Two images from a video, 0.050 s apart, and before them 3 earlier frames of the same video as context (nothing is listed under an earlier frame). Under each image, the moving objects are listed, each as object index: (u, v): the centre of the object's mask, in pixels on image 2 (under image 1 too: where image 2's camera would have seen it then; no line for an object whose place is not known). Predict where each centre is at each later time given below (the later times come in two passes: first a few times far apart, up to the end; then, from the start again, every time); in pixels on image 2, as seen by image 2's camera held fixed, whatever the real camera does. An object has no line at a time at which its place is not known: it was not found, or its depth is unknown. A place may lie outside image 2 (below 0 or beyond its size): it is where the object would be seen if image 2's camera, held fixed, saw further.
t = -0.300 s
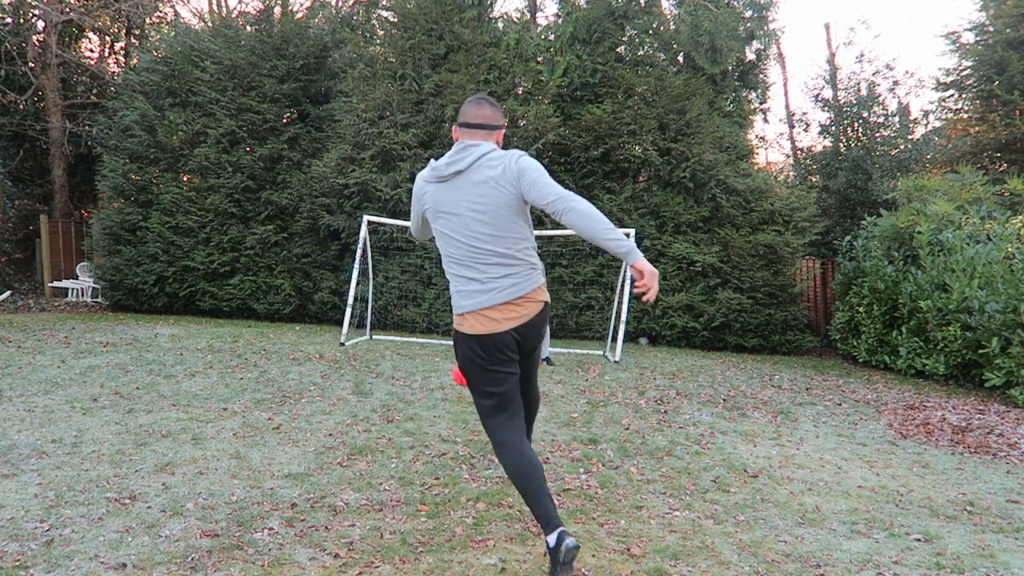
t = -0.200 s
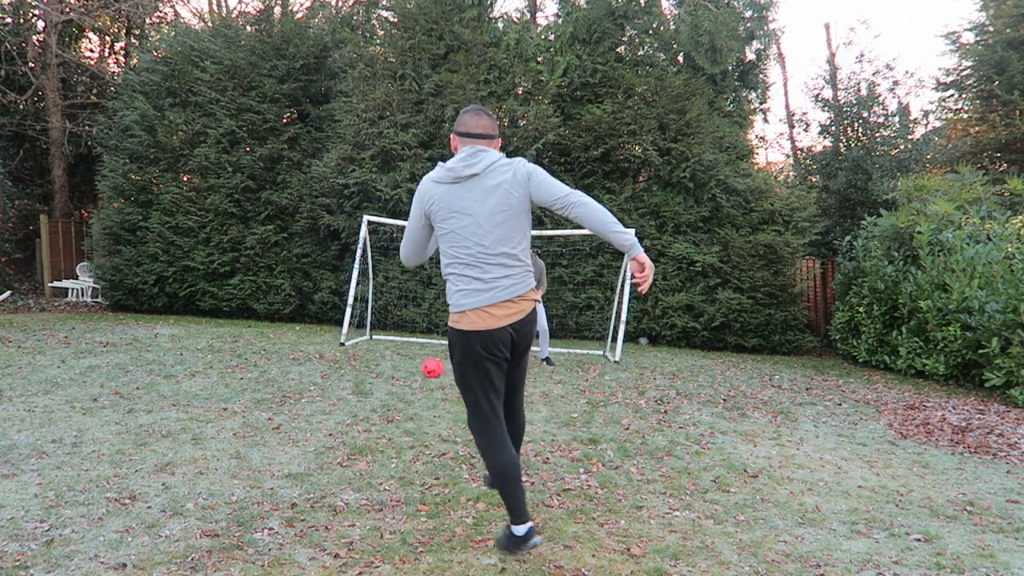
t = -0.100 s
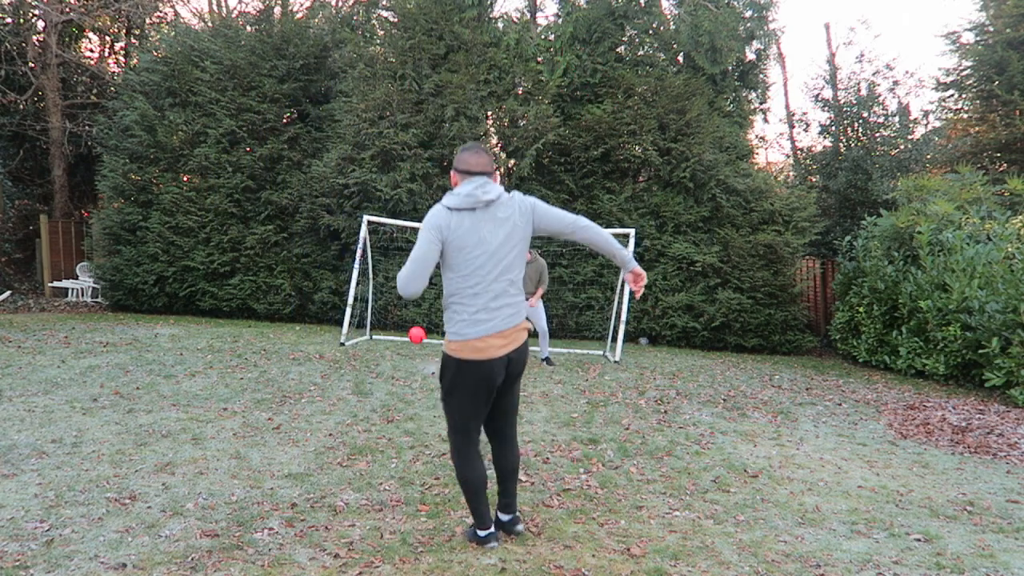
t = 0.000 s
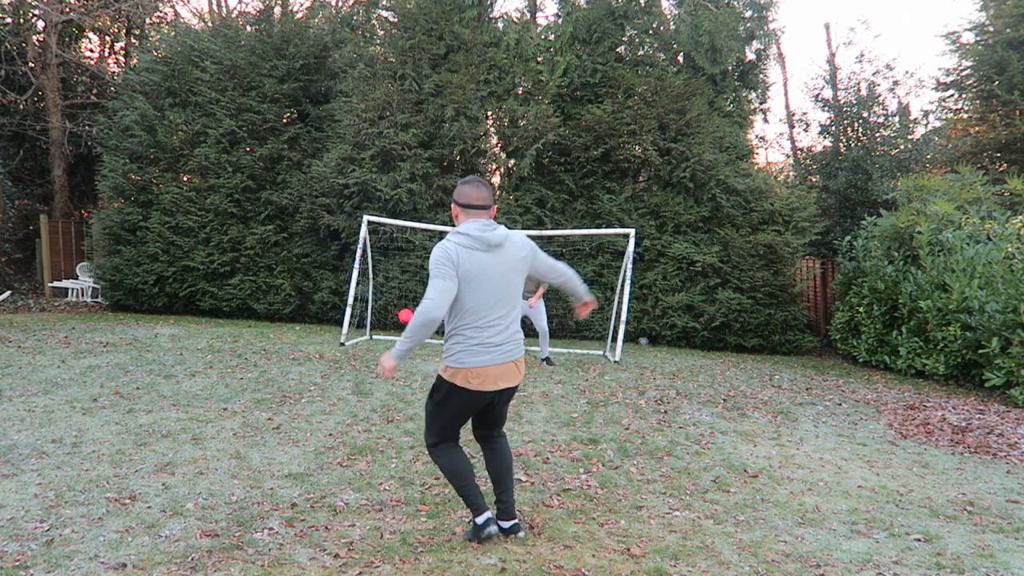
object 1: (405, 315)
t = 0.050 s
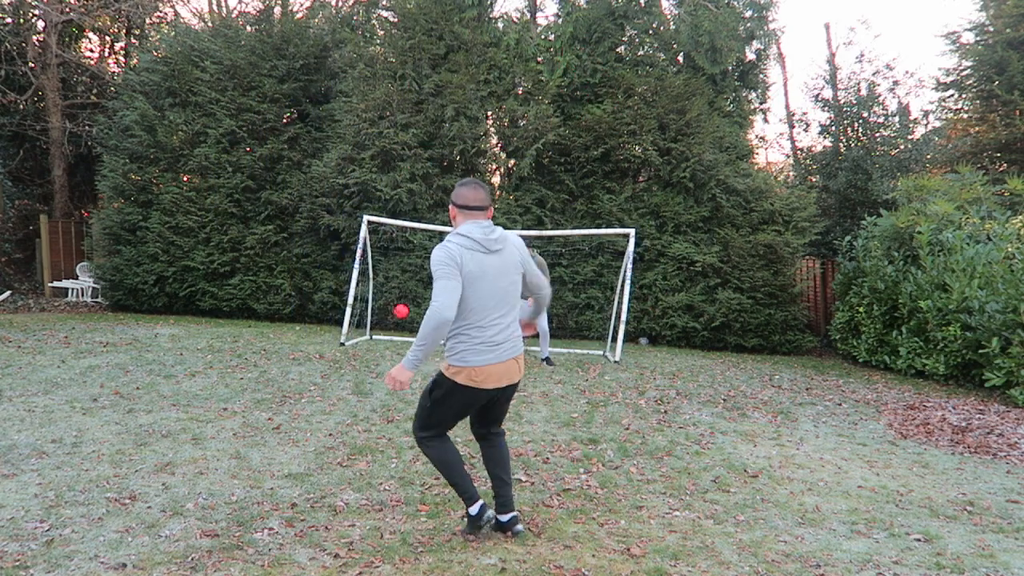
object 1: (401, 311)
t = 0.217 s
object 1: (364, 269)
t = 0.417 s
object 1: (311, 234)
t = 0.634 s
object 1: (258, 226)
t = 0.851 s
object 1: (206, 246)
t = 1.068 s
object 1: (156, 296)
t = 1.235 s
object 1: (129, 319)
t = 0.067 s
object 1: (398, 308)
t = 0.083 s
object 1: (395, 303)
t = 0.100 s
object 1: (391, 298)
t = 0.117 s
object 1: (387, 293)
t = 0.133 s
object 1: (382, 289)
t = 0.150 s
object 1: (379, 284)
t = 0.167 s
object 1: (375, 280)
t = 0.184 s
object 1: (369, 276)
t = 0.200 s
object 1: (365, 272)
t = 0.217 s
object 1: (364, 269)
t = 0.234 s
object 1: (357, 264)
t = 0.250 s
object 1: (351, 260)
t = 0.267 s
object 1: (348, 257)
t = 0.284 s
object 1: (344, 254)
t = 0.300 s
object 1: (340, 251)
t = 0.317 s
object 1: (336, 248)
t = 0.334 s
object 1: (332, 245)
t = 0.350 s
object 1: (328, 243)
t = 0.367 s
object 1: (324, 241)
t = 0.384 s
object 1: (319, 238)
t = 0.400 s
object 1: (315, 236)
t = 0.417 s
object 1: (311, 234)
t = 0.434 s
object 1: (307, 233)
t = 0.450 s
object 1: (303, 231)
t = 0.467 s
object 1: (299, 229)
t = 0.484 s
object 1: (295, 228)
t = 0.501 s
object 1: (291, 227)
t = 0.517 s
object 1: (286, 226)
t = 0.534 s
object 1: (283, 226)
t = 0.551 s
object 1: (278, 225)
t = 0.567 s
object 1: (274, 225)
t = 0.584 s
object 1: (270, 225)
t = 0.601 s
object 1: (266, 225)
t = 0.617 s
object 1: (262, 225)
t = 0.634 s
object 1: (258, 226)
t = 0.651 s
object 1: (254, 226)
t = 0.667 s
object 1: (250, 227)
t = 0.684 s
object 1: (246, 228)
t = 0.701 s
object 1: (242, 229)
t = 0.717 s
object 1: (238, 230)
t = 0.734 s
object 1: (234, 231)
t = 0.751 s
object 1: (230, 233)
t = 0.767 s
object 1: (226, 235)
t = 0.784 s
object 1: (222, 237)
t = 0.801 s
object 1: (218, 239)
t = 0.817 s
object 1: (214, 241)
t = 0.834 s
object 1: (210, 244)
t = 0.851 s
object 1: (206, 246)
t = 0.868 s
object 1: (202, 249)
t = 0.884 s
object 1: (198, 252)
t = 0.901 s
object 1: (195, 255)
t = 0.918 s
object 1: (190, 259)
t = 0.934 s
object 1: (187, 262)
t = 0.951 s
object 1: (183, 266)
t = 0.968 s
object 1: (179, 270)
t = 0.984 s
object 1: (175, 274)
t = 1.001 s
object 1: (171, 277)
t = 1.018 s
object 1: (167, 282)
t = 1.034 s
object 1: (163, 286)
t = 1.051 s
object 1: (160, 291)
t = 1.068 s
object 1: (156, 296)
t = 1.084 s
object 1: (152, 301)
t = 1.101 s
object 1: (148, 306)
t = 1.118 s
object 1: (145, 311)
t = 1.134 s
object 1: (141, 318)
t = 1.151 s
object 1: (137, 323)
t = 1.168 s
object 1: (133, 329)
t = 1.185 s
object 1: (132, 328)
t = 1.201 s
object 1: (131, 325)
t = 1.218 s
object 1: (130, 321)
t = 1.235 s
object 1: (129, 319)
